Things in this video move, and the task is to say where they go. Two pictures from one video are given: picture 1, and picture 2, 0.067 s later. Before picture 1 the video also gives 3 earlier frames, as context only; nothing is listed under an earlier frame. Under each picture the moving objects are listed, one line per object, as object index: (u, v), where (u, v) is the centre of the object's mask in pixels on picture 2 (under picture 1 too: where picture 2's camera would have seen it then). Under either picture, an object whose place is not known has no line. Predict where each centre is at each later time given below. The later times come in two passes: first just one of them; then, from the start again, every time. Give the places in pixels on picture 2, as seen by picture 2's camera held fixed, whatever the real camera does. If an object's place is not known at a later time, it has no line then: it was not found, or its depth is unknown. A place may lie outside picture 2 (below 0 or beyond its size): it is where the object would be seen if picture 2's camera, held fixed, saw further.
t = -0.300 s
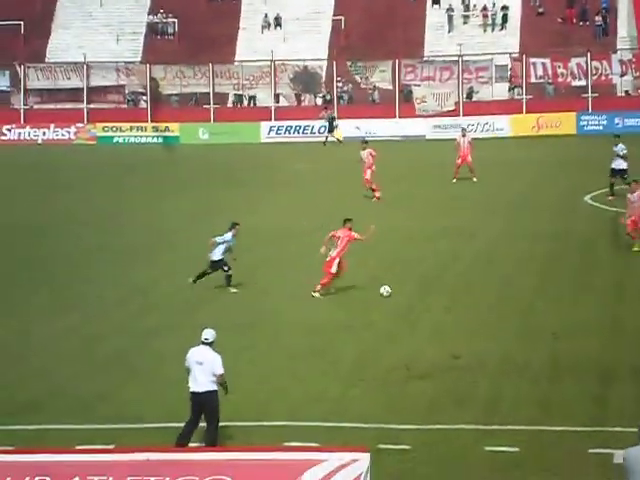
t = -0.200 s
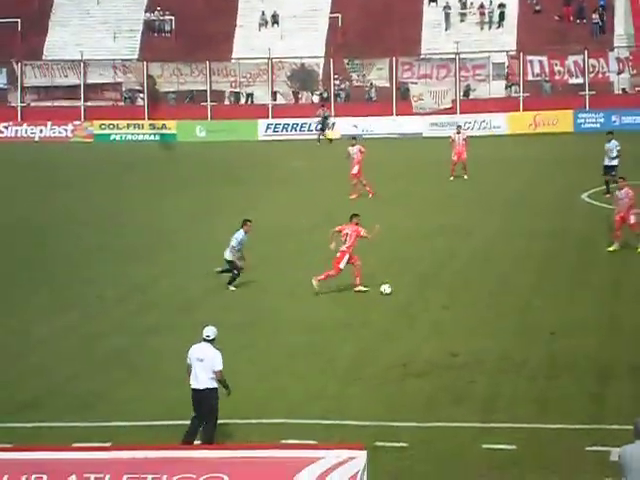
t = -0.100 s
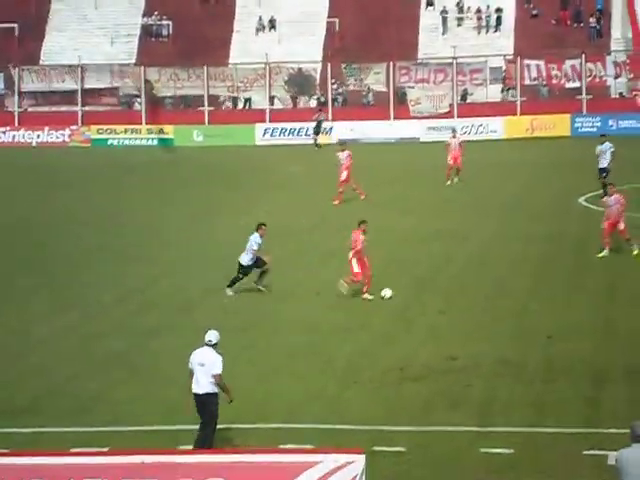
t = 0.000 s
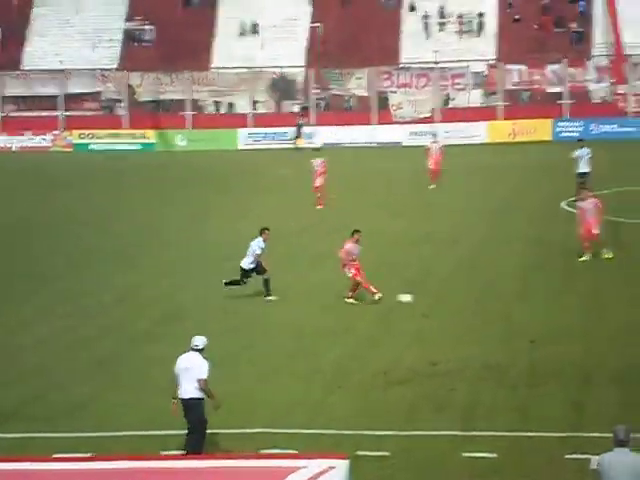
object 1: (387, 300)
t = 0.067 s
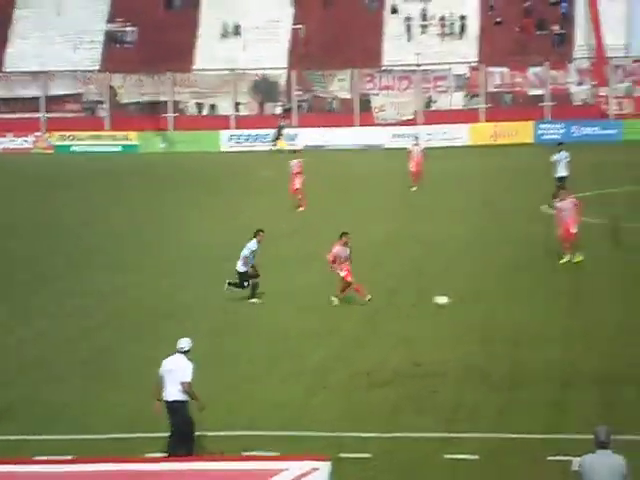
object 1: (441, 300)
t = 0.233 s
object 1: (572, 301)
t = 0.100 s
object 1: (468, 300)
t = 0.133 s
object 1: (493, 299)
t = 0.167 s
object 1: (519, 299)
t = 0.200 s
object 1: (545, 300)
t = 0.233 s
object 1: (572, 301)
